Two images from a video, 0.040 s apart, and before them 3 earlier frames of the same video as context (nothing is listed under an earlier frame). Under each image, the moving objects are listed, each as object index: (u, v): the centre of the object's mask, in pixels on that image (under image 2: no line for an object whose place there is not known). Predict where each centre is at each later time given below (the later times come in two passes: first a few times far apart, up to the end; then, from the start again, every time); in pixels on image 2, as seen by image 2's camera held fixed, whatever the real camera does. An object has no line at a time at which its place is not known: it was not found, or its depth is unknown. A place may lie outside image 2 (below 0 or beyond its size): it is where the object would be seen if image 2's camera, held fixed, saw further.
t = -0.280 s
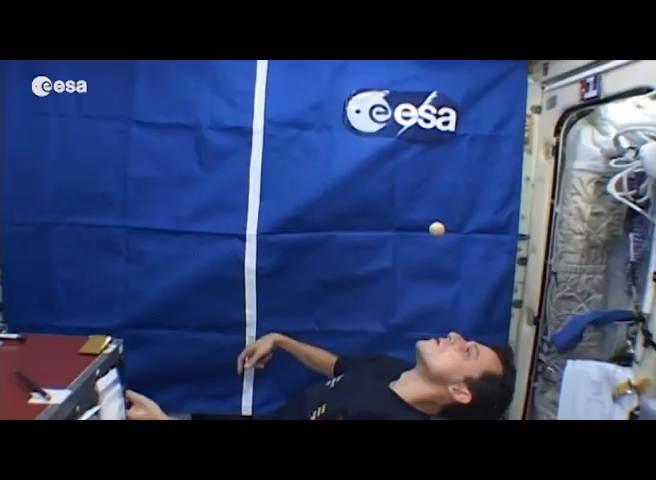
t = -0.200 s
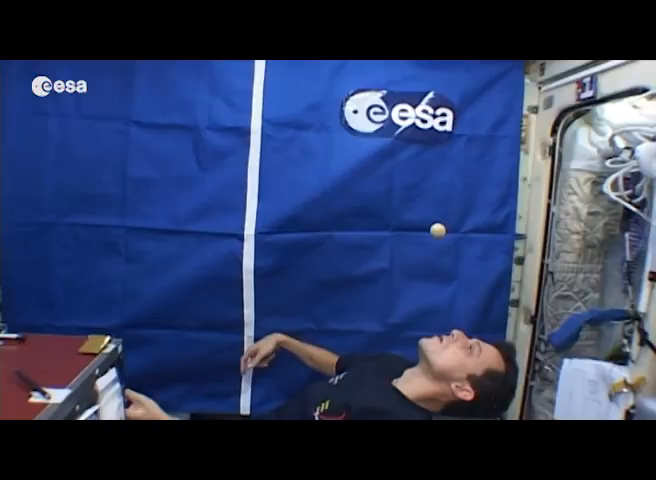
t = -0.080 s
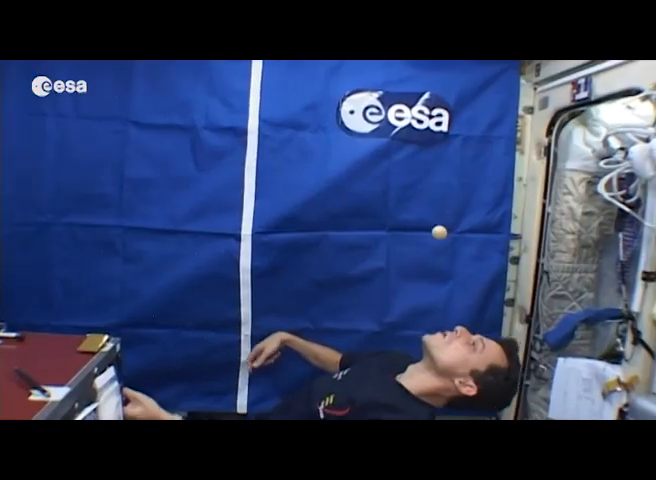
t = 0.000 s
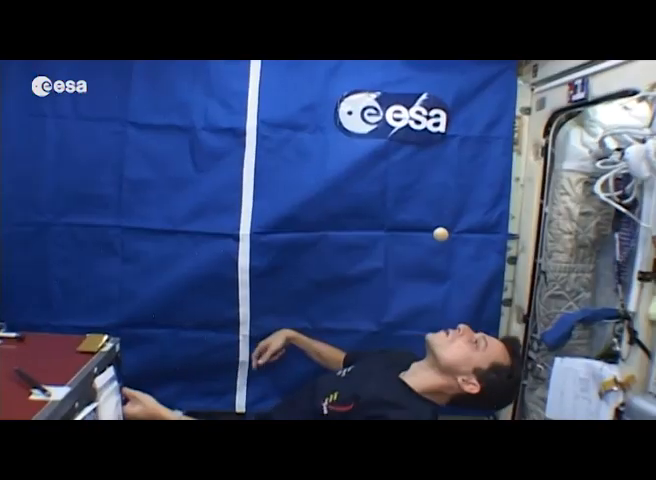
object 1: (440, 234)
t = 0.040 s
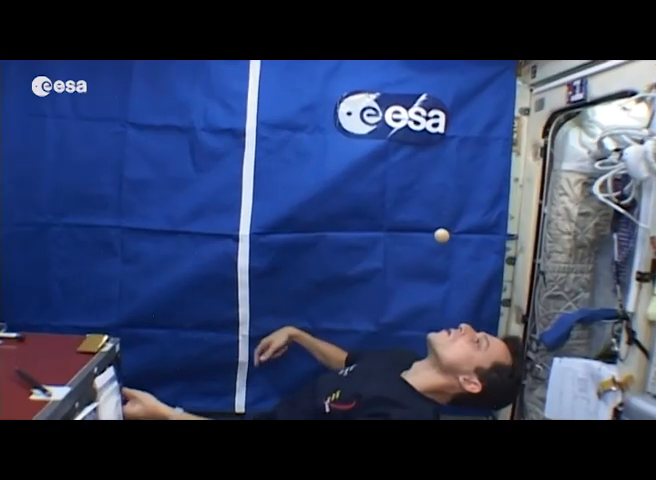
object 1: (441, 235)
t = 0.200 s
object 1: (449, 238)
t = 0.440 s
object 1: (460, 243)
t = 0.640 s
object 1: (469, 246)
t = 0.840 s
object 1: (482, 247)
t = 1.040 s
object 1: (497, 242)
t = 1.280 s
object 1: (510, 229)
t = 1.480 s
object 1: (522, 218)
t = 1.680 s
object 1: (533, 206)
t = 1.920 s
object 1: (545, 192)
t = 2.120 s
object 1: (557, 180)
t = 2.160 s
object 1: (560, 178)
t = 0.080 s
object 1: (443, 236)
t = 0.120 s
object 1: (445, 236)
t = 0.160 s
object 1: (447, 237)
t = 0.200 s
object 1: (449, 238)
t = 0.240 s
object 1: (451, 239)
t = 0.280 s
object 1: (452, 239)
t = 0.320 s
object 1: (454, 240)
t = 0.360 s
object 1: (456, 241)
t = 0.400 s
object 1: (458, 242)
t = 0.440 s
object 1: (460, 243)
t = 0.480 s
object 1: (462, 243)
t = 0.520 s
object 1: (464, 244)
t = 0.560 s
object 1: (465, 245)
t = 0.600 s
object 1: (467, 245)
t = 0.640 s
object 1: (469, 246)
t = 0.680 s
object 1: (471, 247)
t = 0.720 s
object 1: (473, 247)
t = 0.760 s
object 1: (476, 247)
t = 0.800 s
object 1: (479, 248)
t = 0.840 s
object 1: (482, 247)
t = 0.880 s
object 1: (485, 247)
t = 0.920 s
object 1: (488, 246)
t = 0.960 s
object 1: (491, 245)
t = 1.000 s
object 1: (494, 243)
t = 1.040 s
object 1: (497, 242)
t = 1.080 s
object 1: (499, 240)
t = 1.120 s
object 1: (502, 238)
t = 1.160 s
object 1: (504, 236)
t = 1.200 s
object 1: (506, 233)
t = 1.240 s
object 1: (508, 231)
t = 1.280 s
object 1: (510, 229)
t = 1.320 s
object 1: (512, 226)
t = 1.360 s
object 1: (515, 225)
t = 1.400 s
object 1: (517, 222)
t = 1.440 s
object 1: (519, 220)
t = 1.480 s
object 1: (522, 218)
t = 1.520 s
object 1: (523, 216)
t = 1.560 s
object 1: (525, 213)
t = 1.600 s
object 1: (527, 211)
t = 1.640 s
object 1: (530, 209)
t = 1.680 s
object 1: (533, 206)
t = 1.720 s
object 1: (535, 204)
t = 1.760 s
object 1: (537, 202)
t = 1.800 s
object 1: (539, 199)
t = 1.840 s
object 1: (541, 197)
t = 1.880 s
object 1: (543, 195)
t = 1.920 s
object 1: (545, 192)
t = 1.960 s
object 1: (548, 189)
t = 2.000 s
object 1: (550, 186)
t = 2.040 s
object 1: (552, 185)
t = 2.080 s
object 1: (554, 183)
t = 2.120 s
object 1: (557, 180)
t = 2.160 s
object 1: (560, 178)
